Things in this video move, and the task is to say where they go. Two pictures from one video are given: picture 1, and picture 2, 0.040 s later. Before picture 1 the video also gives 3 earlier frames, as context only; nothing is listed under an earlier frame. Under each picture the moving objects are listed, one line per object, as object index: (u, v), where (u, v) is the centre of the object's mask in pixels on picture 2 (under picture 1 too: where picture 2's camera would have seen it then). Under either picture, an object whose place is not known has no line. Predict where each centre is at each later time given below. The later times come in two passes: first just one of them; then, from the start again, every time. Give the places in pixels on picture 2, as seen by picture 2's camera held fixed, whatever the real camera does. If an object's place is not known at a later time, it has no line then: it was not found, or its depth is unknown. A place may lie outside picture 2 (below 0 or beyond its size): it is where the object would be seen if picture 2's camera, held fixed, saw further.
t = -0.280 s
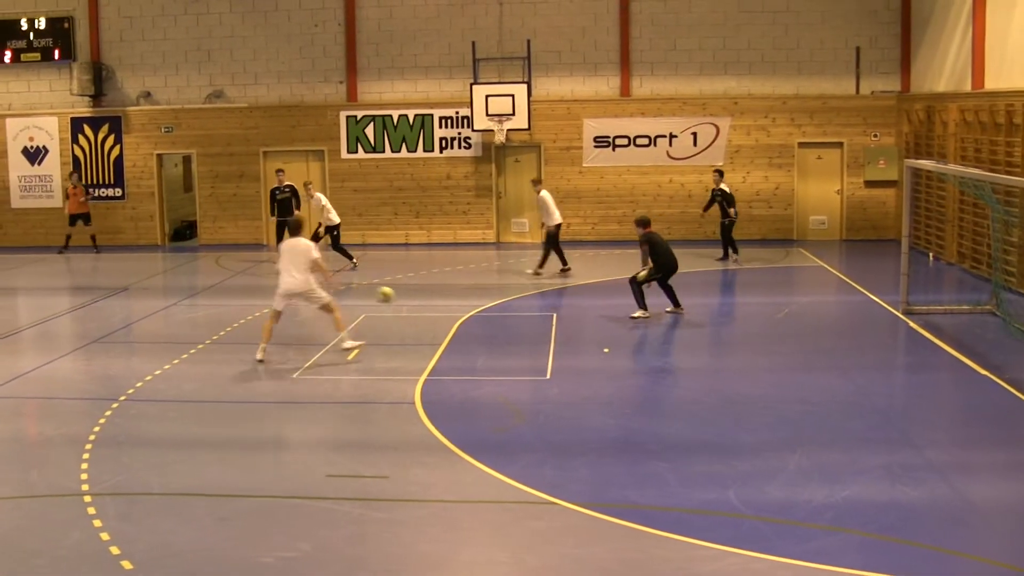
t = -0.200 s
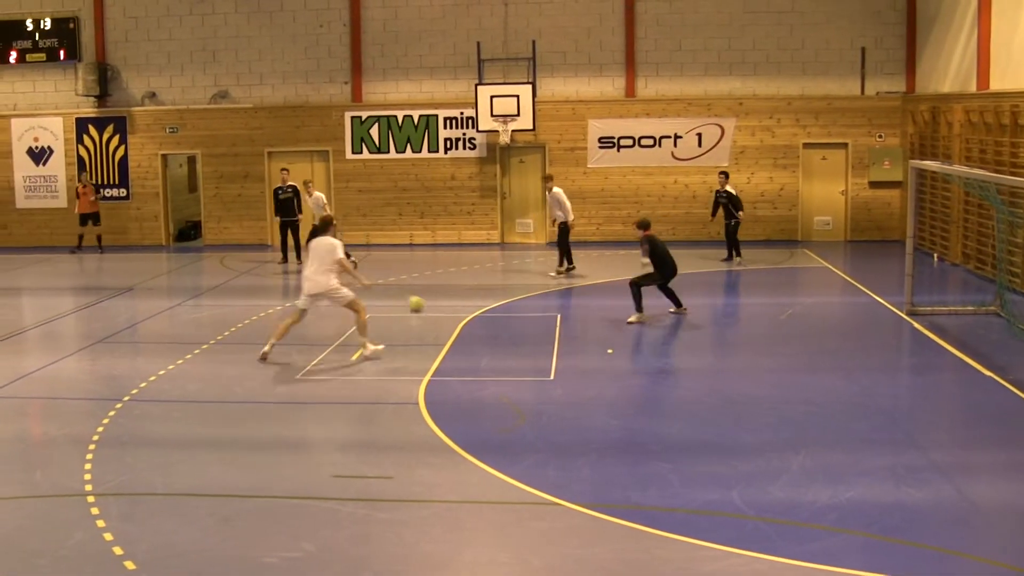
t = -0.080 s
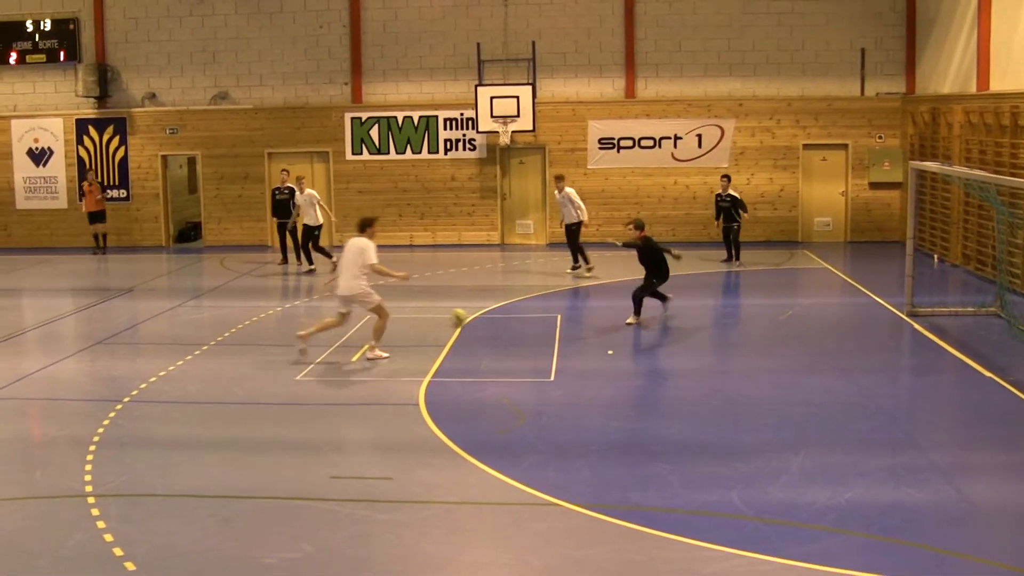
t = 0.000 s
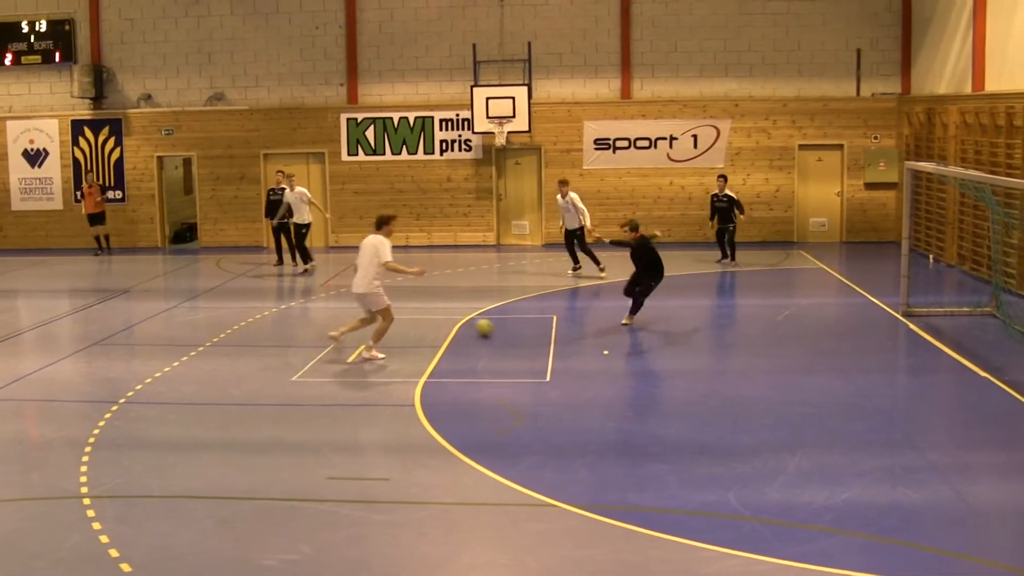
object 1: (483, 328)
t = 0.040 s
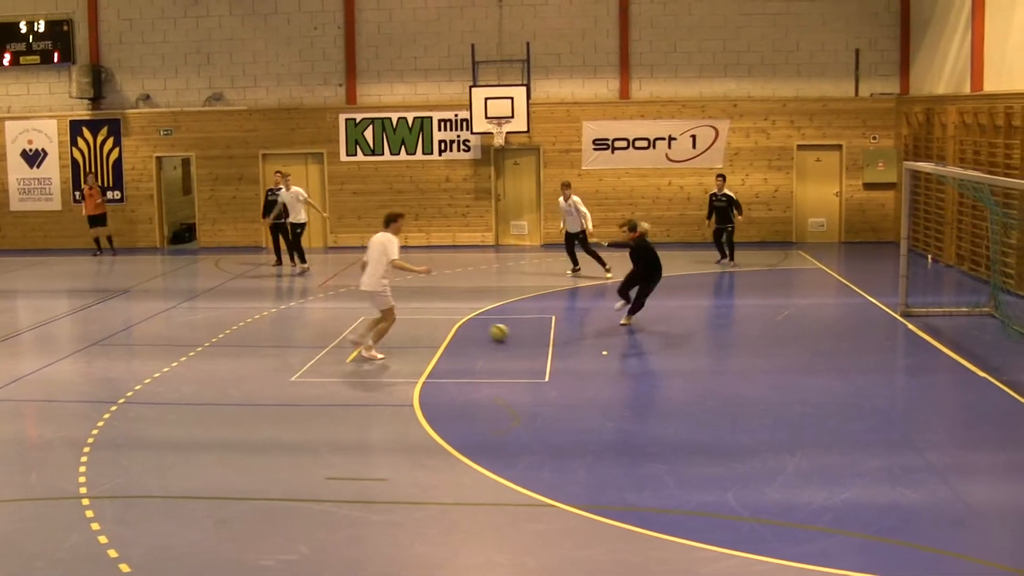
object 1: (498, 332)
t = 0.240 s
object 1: (580, 357)
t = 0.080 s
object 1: (514, 336)
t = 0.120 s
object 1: (530, 341)
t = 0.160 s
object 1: (547, 347)
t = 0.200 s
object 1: (564, 352)
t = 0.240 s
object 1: (580, 357)
